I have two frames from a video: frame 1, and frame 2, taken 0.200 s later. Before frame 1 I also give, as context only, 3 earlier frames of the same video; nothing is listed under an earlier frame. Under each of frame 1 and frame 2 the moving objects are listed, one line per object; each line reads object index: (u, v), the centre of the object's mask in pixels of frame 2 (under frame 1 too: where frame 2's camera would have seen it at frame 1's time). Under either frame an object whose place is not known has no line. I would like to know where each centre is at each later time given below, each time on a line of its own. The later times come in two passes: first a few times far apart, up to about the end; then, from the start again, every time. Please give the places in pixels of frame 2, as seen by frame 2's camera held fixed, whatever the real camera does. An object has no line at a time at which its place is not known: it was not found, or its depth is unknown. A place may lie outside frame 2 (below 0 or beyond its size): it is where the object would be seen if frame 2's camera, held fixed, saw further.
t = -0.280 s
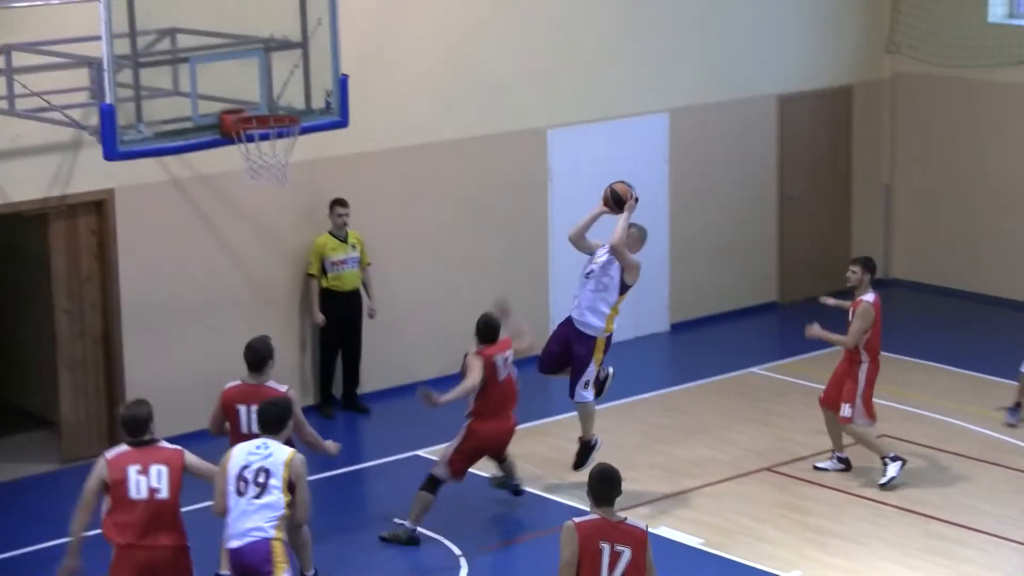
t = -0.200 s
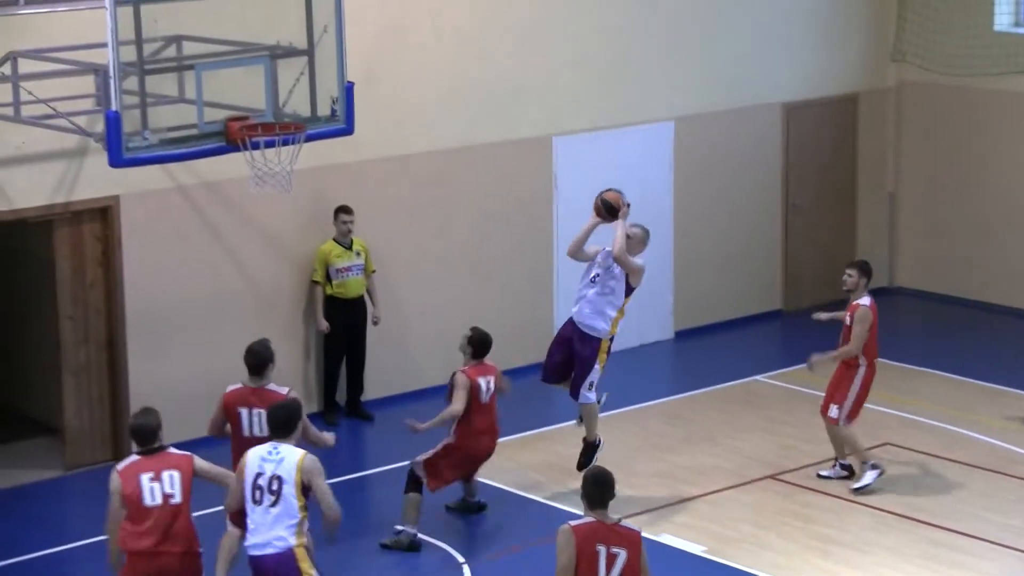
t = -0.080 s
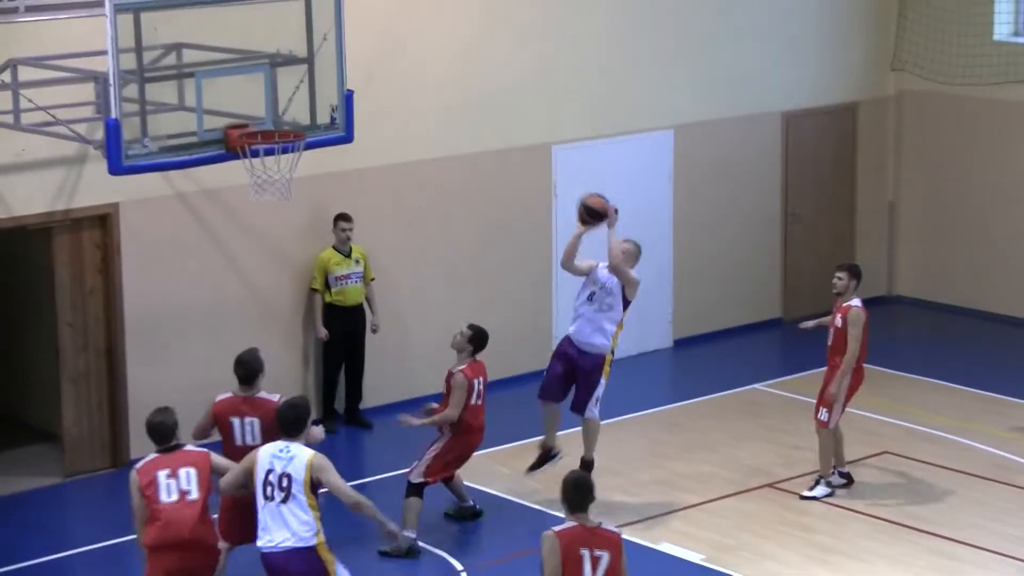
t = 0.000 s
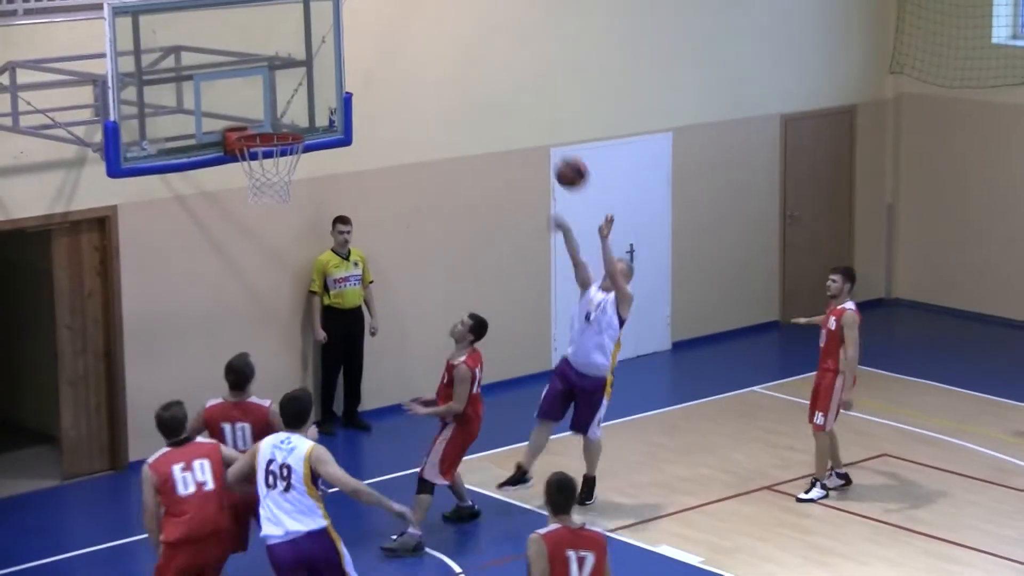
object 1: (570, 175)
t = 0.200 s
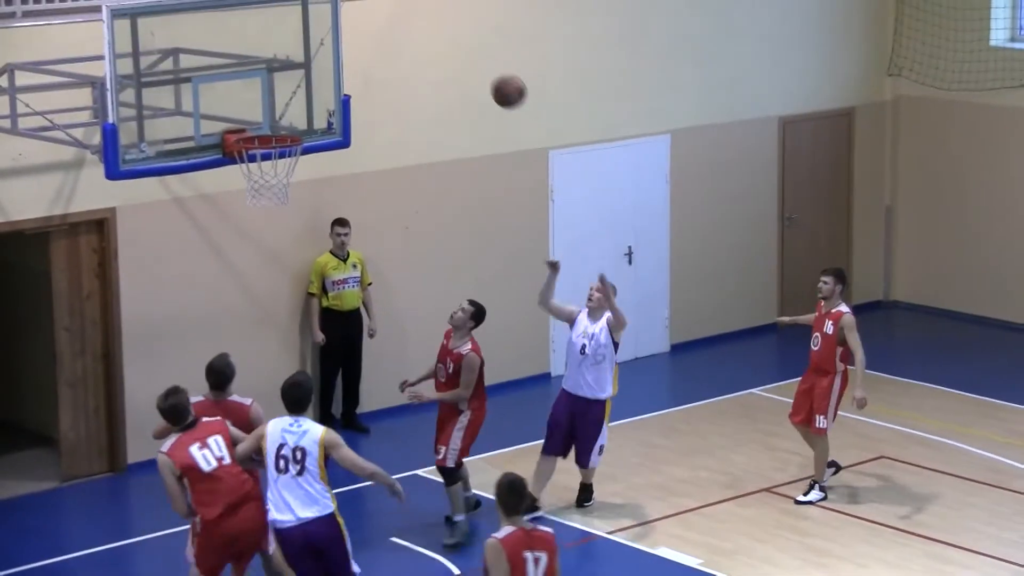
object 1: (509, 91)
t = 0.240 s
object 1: (496, 80)
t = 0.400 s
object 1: (445, 57)
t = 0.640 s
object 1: (366, 92)
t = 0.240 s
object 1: (496, 80)
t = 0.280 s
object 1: (483, 72)
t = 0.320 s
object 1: (471, 65)
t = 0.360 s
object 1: (458, 60)
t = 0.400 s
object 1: (445, 57)
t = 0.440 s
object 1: (432, 57)
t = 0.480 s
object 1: (419, 60)
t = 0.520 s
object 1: (406, 64)
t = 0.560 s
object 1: (393, 71)
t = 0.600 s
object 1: (379, 80)
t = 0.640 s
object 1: (366, 92)
